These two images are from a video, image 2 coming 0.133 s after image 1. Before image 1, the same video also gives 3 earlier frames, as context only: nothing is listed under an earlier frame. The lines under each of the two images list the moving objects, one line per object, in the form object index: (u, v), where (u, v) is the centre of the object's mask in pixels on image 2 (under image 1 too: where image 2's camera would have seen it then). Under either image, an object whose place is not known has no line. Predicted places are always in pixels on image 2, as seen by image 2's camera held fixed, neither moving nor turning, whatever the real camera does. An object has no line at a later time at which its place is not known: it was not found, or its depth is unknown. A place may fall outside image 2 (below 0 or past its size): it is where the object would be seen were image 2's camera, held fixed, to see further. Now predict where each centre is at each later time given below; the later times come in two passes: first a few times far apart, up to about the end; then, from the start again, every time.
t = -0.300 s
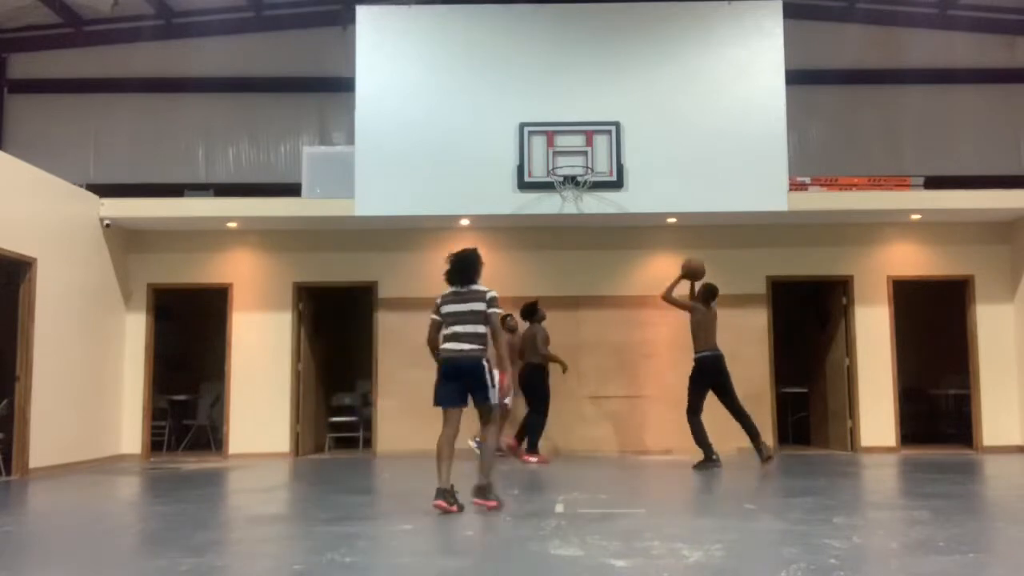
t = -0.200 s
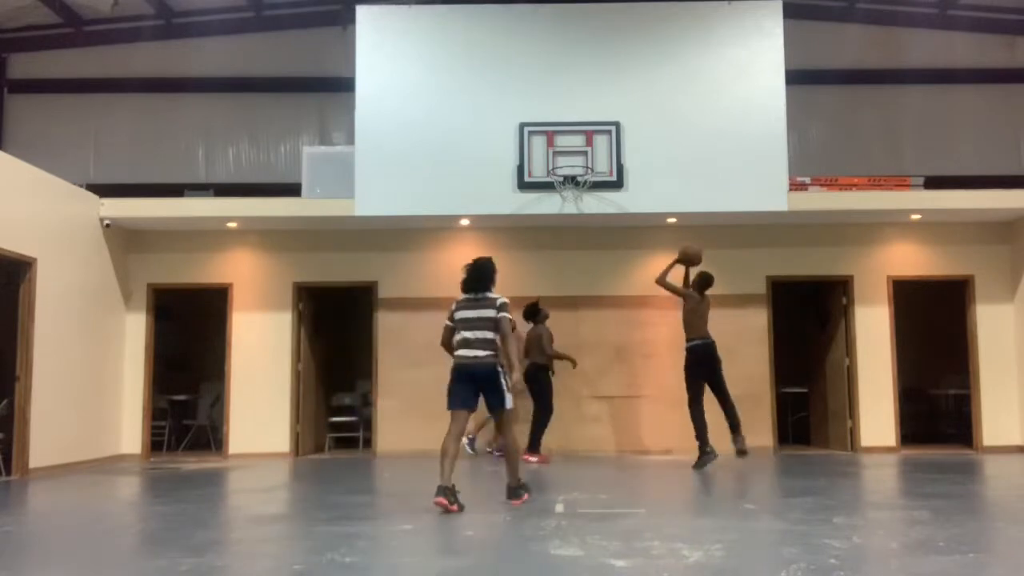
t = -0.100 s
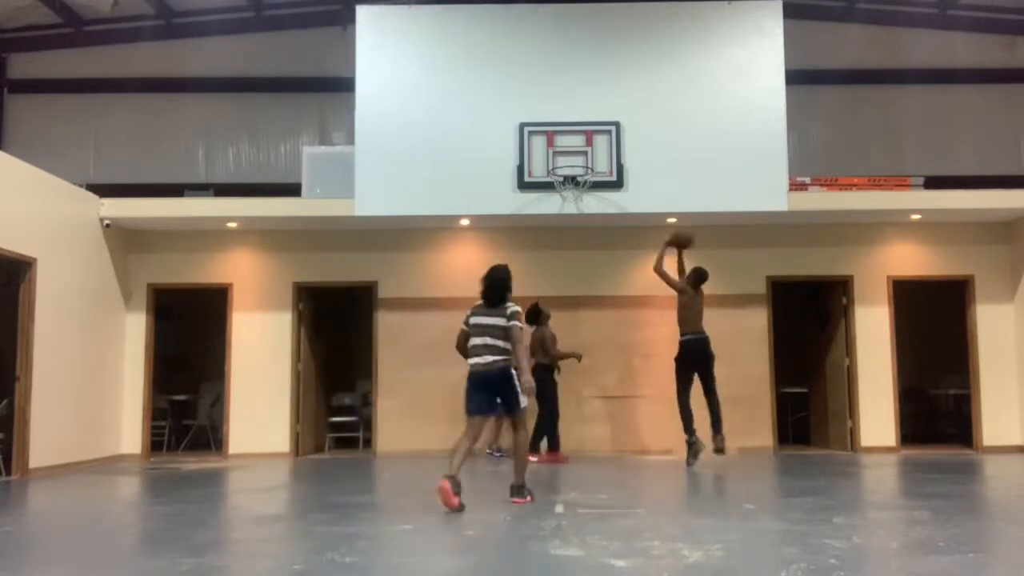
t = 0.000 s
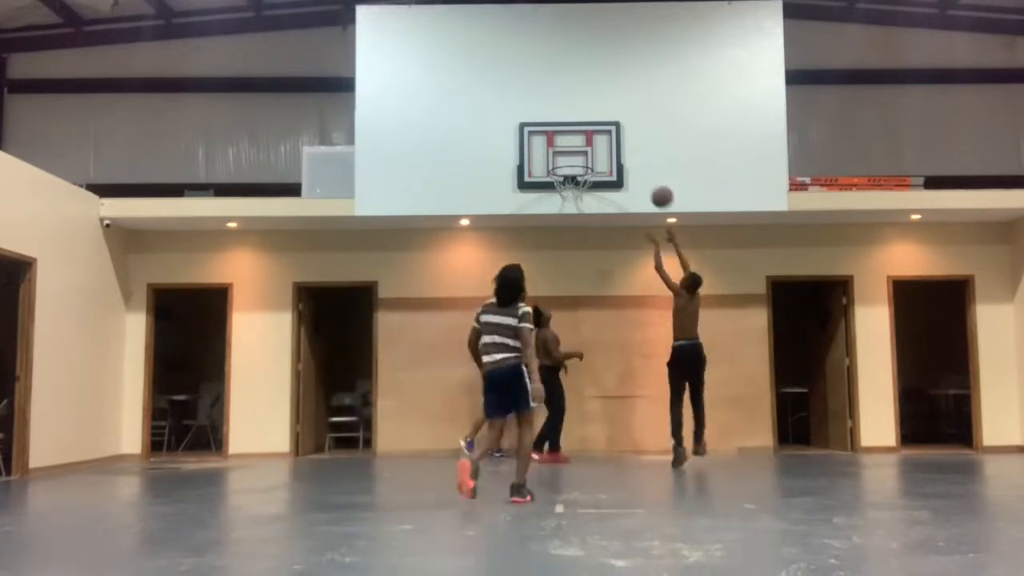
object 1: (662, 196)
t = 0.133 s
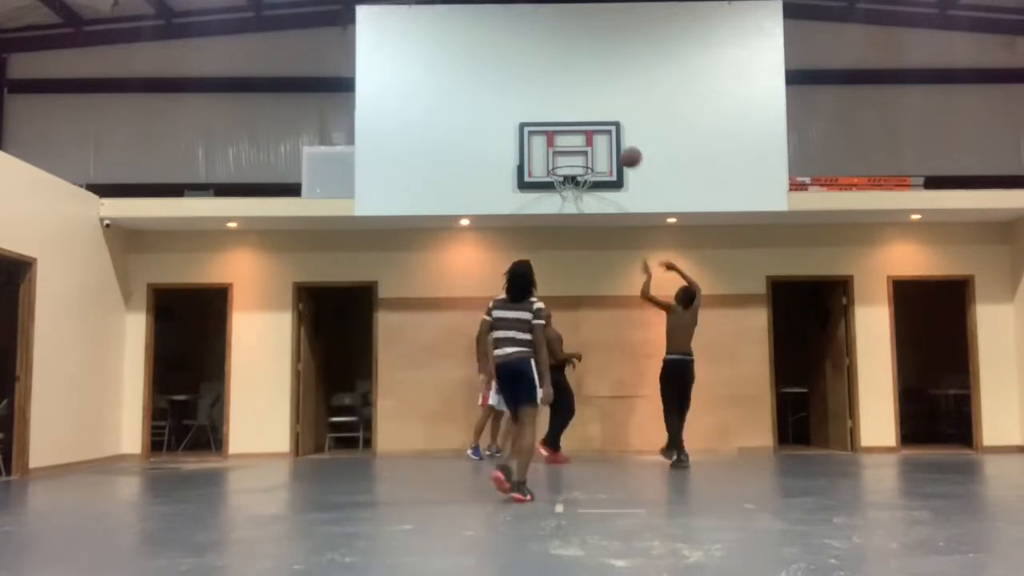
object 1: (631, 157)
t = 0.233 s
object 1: (609, 139)
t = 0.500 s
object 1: (575, 129)
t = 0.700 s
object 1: (555, 161)
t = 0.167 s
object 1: (624, 149)
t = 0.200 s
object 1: (616, 144)
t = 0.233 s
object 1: (609, 139)
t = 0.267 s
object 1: (603, 136)
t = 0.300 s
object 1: (596, 132)
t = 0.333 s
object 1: (590, 130)
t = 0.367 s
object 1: (586, 129)
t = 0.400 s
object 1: (583, 127)
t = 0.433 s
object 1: (580, 127)
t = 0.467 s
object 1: (577, 128)
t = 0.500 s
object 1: (575, 129)
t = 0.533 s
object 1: (571, 132)
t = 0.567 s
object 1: (568, 135)
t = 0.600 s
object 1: (565, 140)
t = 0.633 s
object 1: (561, 144)
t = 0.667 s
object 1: (558, 152)
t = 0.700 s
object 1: (555, 161)
